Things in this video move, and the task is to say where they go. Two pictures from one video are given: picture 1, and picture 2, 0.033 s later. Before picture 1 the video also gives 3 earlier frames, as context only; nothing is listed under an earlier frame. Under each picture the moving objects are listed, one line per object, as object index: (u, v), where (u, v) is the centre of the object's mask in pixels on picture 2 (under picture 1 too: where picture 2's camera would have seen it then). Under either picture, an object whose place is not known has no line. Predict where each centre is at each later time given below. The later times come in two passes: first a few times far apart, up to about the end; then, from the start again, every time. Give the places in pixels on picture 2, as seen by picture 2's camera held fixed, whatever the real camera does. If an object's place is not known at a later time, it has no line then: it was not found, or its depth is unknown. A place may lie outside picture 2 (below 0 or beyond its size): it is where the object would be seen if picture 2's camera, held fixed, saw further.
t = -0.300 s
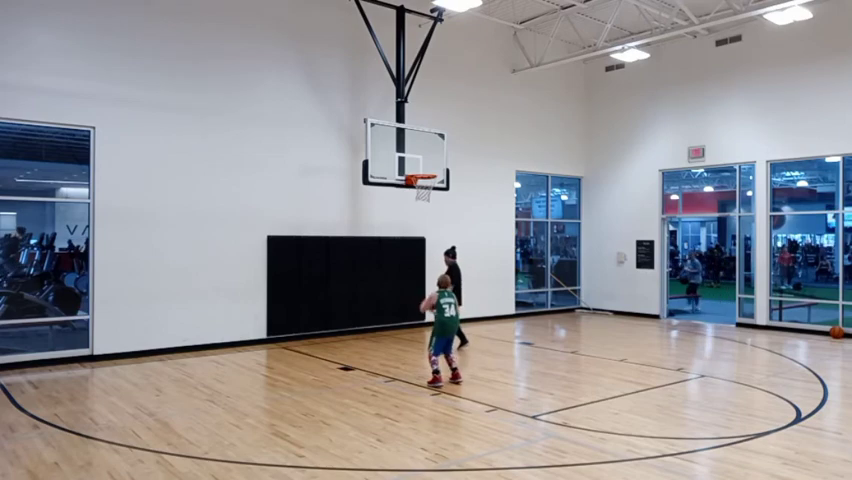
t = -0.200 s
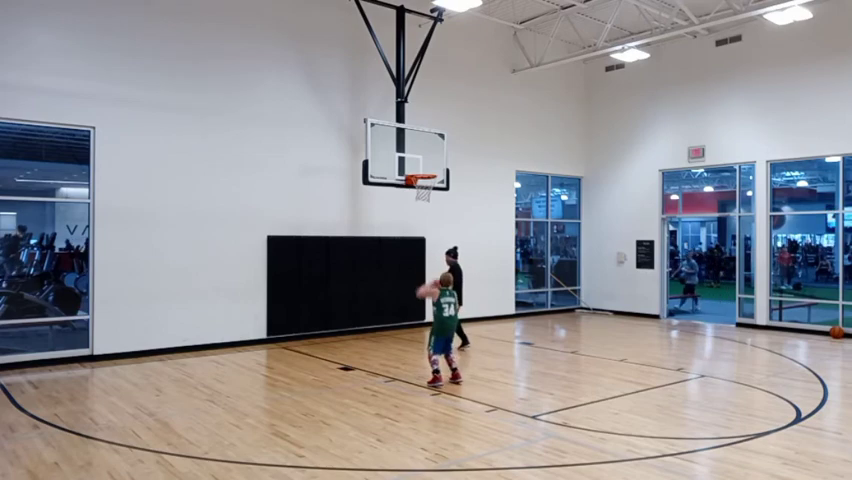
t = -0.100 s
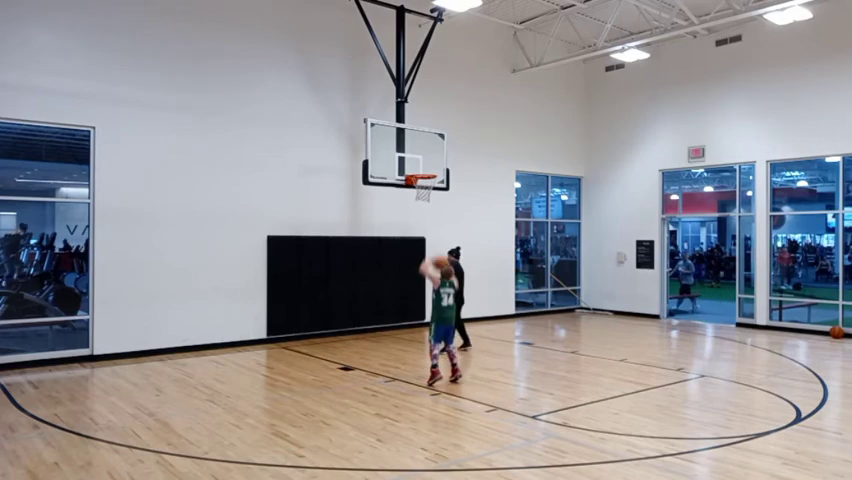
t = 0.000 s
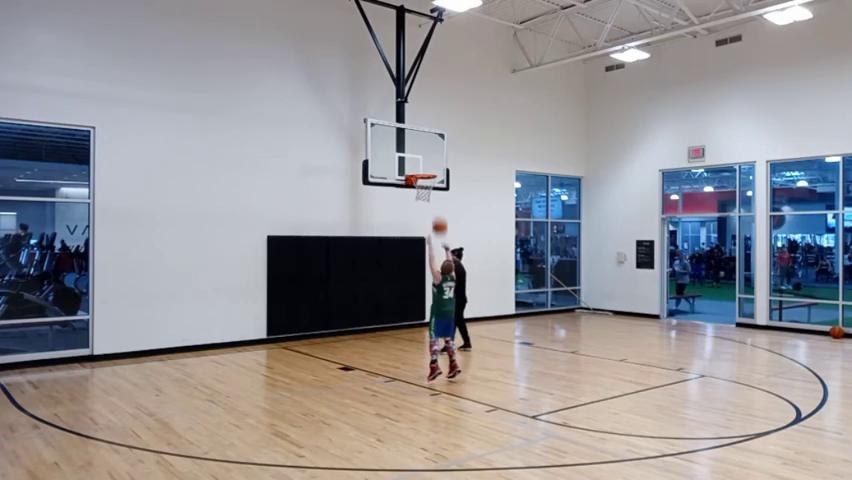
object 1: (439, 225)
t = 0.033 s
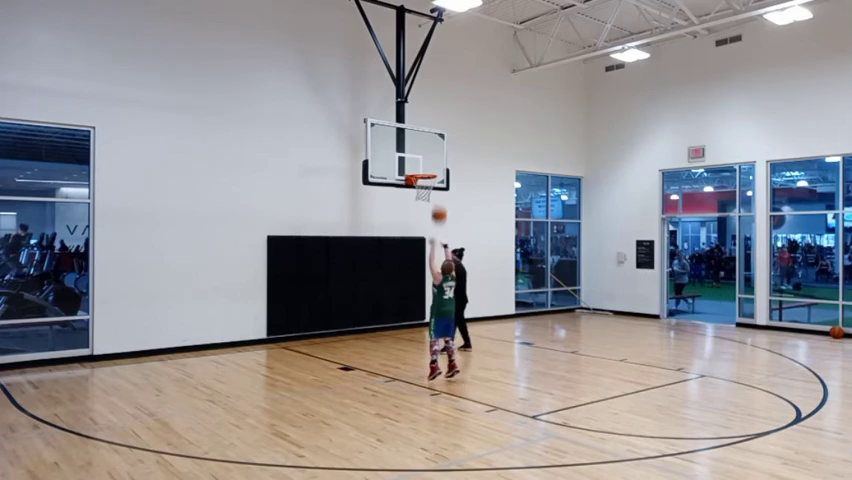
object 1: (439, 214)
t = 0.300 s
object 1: (434, 155)
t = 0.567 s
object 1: (430, 146)
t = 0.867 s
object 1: (425, 183)
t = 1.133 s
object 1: (418, 224)
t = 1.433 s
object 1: (411, 314)
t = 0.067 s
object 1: (438, 204)
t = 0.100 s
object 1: (438, 195)
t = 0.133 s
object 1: (437, 185)
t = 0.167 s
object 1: (437, 178)
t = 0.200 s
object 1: (436, 171)
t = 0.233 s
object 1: (435, 165)
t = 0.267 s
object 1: (435, 159)
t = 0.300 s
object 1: (434, 155)
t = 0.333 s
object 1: (433, 151)
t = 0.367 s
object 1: (433, 149)
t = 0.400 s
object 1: (432, 146)
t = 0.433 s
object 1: (432, 145)
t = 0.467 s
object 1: (431, 144)
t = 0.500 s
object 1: (431, 144)
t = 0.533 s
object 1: (430, 144)
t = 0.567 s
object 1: (430, 146)
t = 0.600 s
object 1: (429, 147)
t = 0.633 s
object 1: (429, 150)
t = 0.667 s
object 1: (428, 153)
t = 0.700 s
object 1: (428, 157)
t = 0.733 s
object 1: (427, 161)
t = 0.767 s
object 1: (427, 166)
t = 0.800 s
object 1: (426, 170)
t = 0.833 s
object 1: (426, 176)
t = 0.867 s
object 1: (425, 183)
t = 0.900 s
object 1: (424, 187)
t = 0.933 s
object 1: (423, 191)
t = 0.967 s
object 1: (423, 194)
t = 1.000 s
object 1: (422, 199)
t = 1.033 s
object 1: (421, 204)
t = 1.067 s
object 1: (420, 210)
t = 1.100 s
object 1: (419, 217)
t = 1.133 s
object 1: (418, 224)
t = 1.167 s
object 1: (417, 231)
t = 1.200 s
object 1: (417, 240)
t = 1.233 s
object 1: (416, 248)
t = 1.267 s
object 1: (416, 258)
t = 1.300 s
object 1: (415, 268)
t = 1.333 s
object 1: (414, 279)
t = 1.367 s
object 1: (413, 290)
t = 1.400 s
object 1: (412, 303)
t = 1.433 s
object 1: (411, 314)
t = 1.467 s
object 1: (410, 328)
